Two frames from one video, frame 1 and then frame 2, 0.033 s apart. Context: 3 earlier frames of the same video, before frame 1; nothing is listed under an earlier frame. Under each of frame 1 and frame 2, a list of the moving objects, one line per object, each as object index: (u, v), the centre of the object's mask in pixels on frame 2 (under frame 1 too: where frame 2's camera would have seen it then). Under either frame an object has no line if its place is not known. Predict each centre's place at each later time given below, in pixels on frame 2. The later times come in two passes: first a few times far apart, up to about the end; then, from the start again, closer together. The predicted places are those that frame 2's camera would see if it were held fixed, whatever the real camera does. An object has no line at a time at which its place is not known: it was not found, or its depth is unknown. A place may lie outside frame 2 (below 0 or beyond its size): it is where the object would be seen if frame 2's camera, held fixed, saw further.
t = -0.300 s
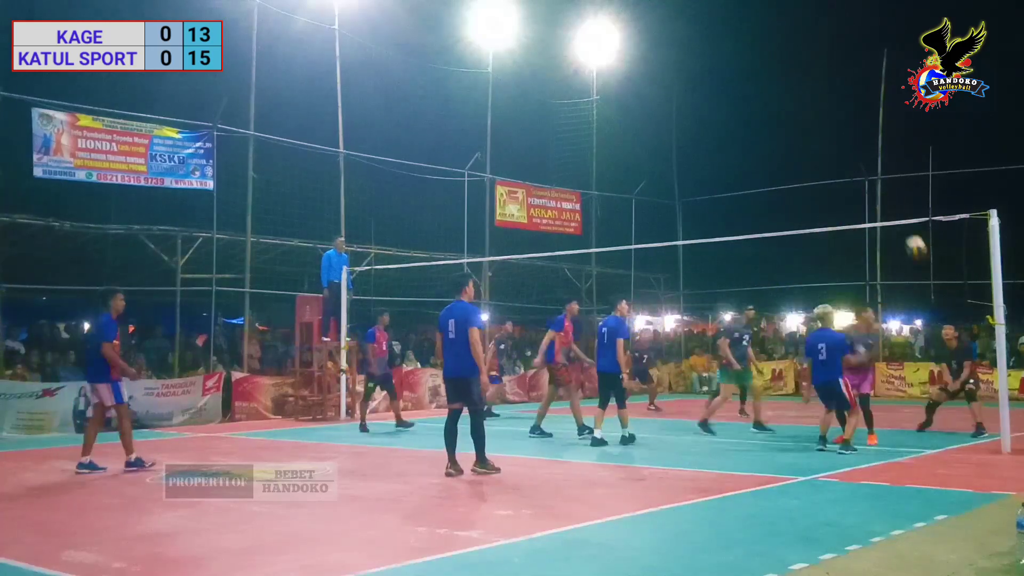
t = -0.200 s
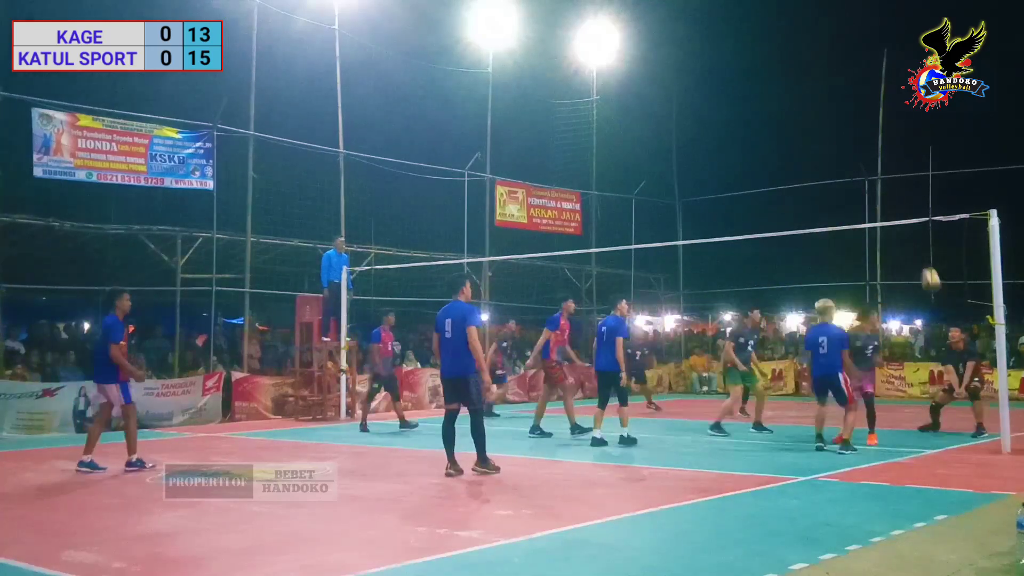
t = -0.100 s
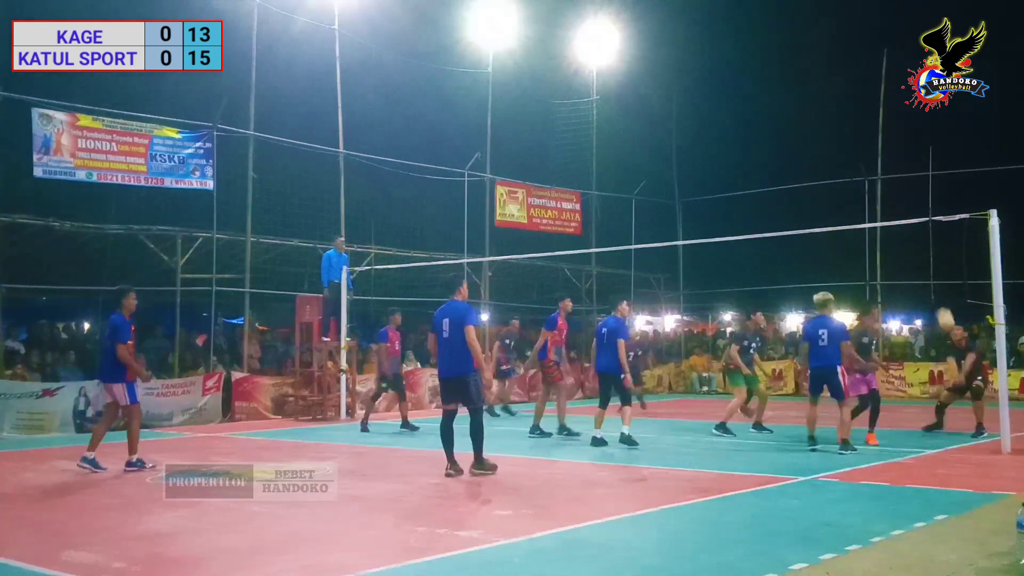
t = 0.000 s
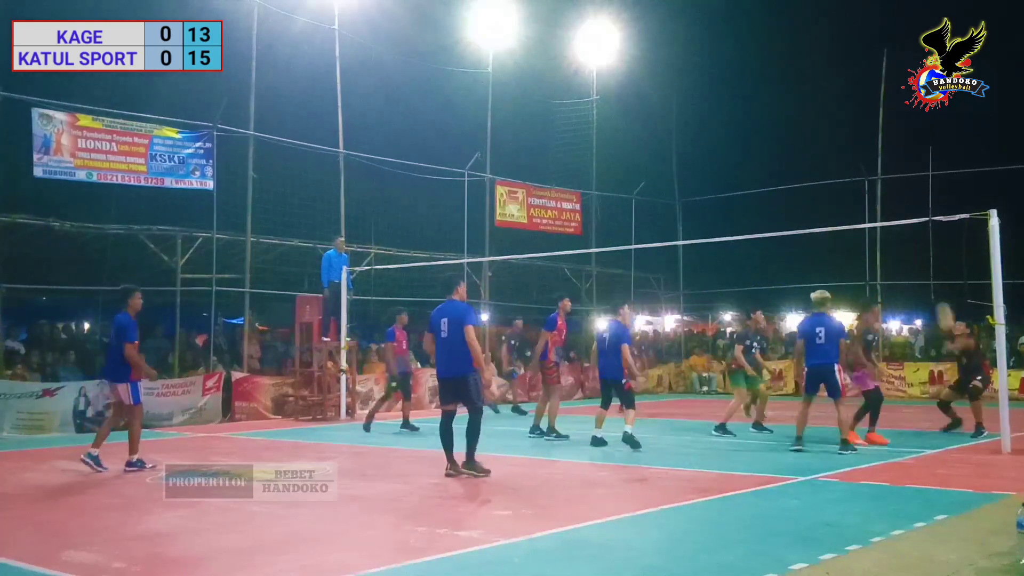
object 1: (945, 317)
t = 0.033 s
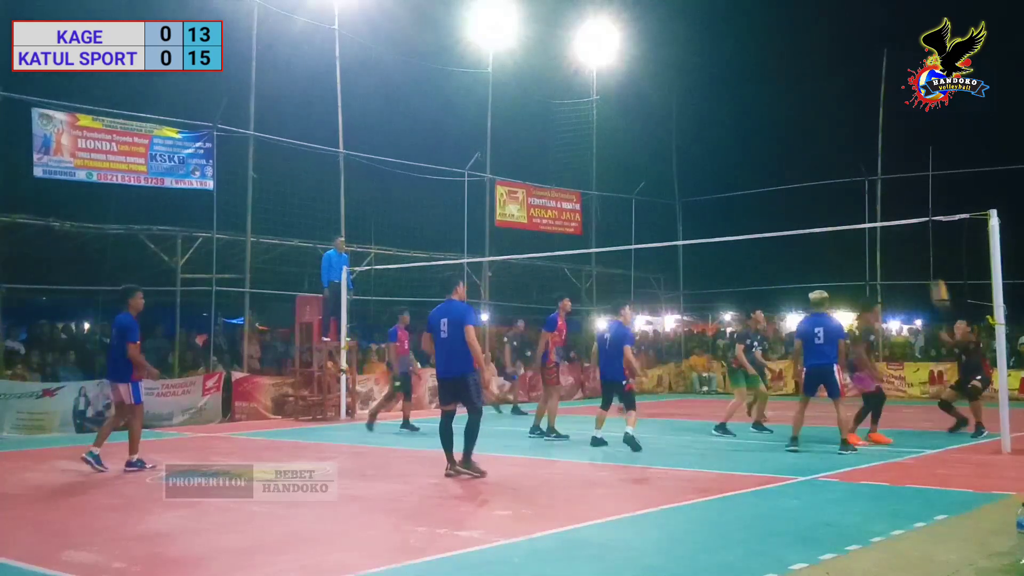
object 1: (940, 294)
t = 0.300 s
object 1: (893, 142)
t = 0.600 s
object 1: (850, 52)
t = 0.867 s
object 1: (817, 32)
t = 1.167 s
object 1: (784, 70)
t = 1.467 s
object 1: (756, 168)
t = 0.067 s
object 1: (933, 270)
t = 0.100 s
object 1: (928, 249)
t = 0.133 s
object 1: (921, 227)
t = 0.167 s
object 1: (915, 207)
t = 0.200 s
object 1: (910, 191)
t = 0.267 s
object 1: (898, 157)
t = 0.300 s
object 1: (893, 142)
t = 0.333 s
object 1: (889, 129)
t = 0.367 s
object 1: (884, 115)
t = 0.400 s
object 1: (878, 102)
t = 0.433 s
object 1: (874, 92)
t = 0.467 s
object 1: (869, 82)
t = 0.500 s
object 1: (864, 73)
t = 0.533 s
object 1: (859, 65)
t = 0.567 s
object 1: (855, 58)
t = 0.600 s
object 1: (850, 52)
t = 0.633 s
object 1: (846, 46)
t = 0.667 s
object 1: (842, 42)
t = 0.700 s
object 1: (838, 38)
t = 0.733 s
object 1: (833, 35)
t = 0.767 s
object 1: (828, 33)
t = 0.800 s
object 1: (825, 32)
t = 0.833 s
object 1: (821, 31)
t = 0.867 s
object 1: (817, 32)
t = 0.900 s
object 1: (813, 33)
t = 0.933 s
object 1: (810, 35)
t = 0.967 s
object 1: (806, 38)
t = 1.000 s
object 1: (802, 41)
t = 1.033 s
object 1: (798, 45)
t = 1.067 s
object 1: (794, 51)
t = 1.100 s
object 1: (791, 57)
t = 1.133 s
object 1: (787, 63)
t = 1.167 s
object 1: (784, 70)
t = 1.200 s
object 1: (781, 79)
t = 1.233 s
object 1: (777, 88)
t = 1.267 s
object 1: (774, 96)
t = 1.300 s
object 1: (771, 107)
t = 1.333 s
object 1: (768, 118)
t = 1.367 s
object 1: (765, 130)
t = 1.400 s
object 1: (761, 141)
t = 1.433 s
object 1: (759, 154)
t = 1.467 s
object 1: (756, 168)
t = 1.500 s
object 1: (753, 182)
